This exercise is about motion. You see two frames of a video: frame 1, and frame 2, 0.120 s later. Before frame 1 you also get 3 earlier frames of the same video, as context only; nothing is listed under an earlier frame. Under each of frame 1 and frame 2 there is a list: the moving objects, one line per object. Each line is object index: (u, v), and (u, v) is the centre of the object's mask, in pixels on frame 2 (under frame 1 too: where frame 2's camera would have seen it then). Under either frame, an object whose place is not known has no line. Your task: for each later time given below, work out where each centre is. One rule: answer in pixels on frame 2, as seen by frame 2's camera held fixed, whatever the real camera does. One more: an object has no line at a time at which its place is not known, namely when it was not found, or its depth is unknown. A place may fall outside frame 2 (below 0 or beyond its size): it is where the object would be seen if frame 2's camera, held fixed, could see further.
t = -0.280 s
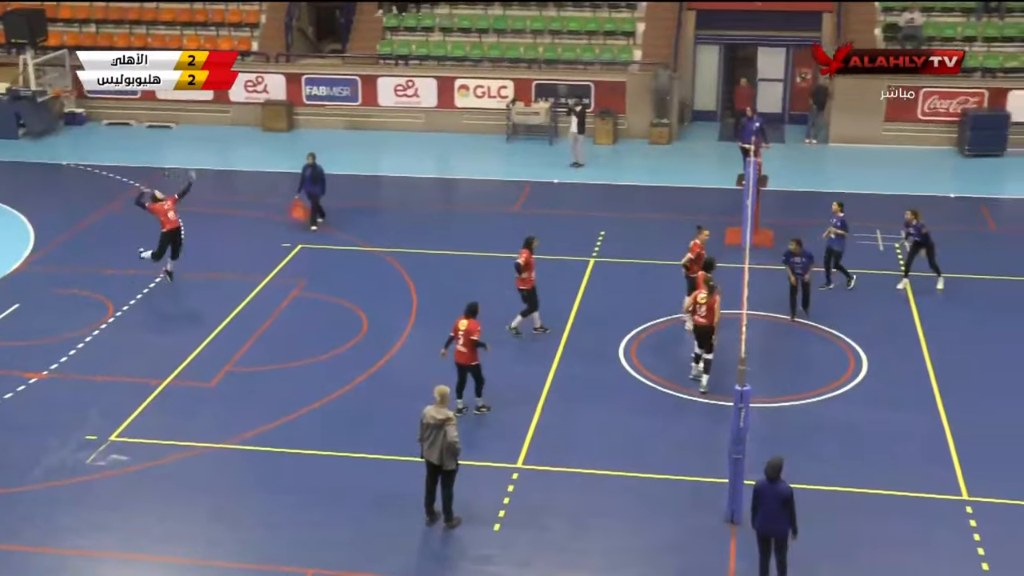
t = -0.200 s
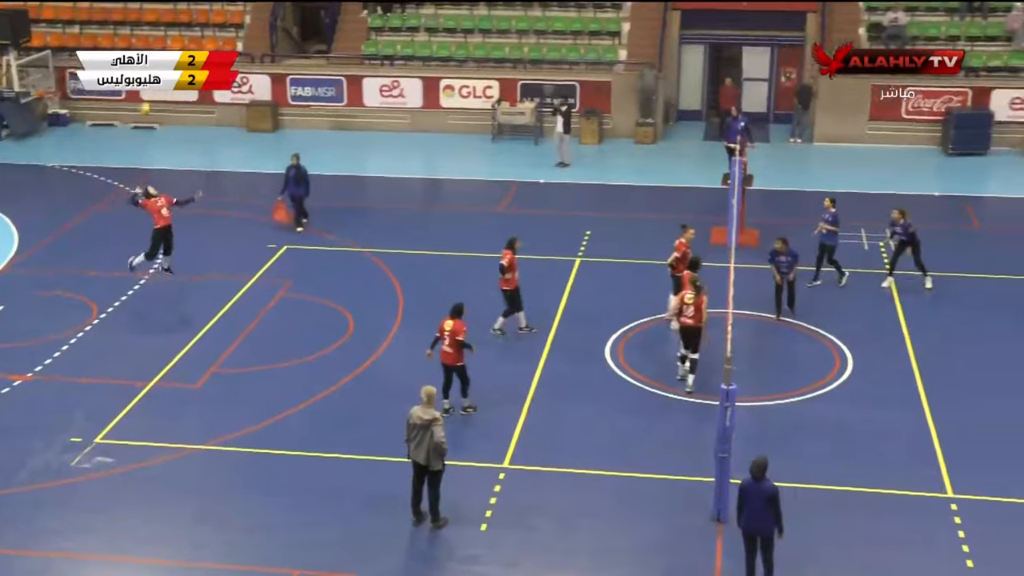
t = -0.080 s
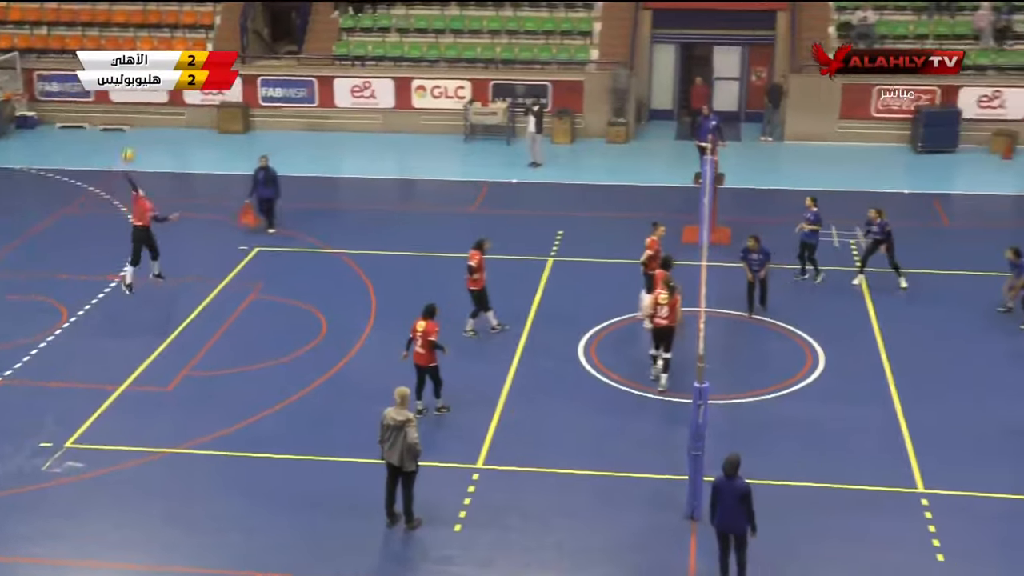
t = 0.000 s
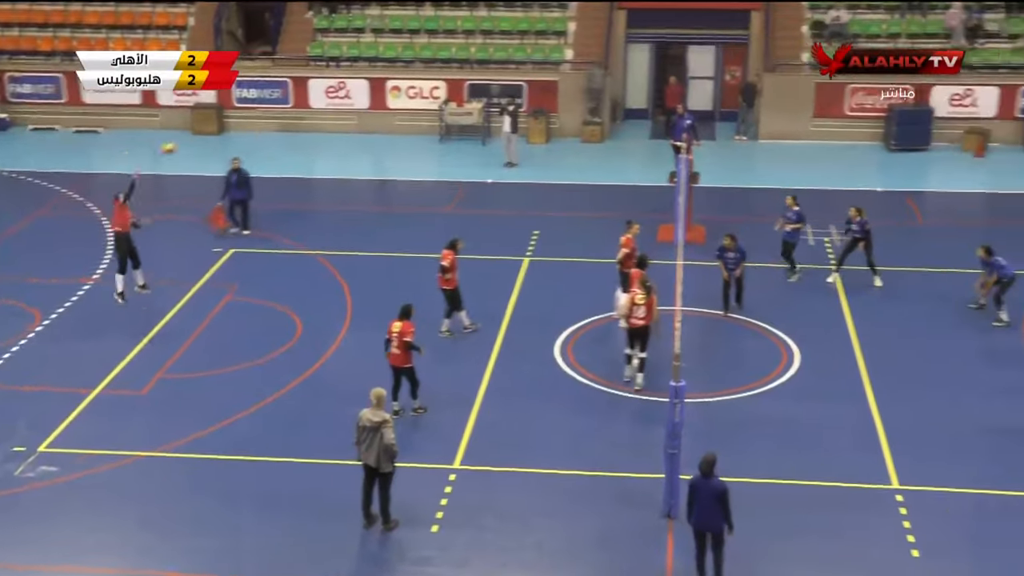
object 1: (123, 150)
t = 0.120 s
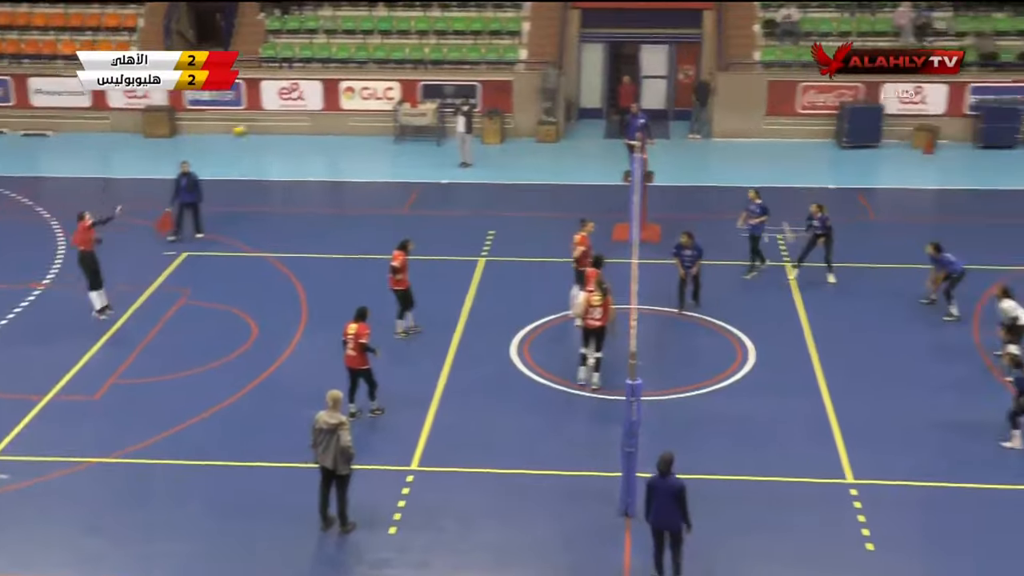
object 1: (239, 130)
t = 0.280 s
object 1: (391, 117)
